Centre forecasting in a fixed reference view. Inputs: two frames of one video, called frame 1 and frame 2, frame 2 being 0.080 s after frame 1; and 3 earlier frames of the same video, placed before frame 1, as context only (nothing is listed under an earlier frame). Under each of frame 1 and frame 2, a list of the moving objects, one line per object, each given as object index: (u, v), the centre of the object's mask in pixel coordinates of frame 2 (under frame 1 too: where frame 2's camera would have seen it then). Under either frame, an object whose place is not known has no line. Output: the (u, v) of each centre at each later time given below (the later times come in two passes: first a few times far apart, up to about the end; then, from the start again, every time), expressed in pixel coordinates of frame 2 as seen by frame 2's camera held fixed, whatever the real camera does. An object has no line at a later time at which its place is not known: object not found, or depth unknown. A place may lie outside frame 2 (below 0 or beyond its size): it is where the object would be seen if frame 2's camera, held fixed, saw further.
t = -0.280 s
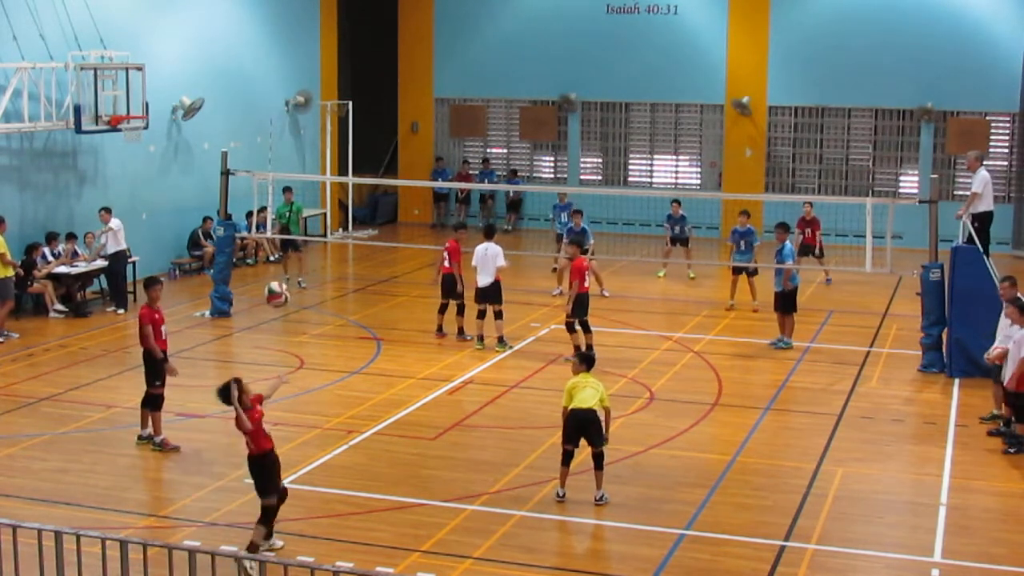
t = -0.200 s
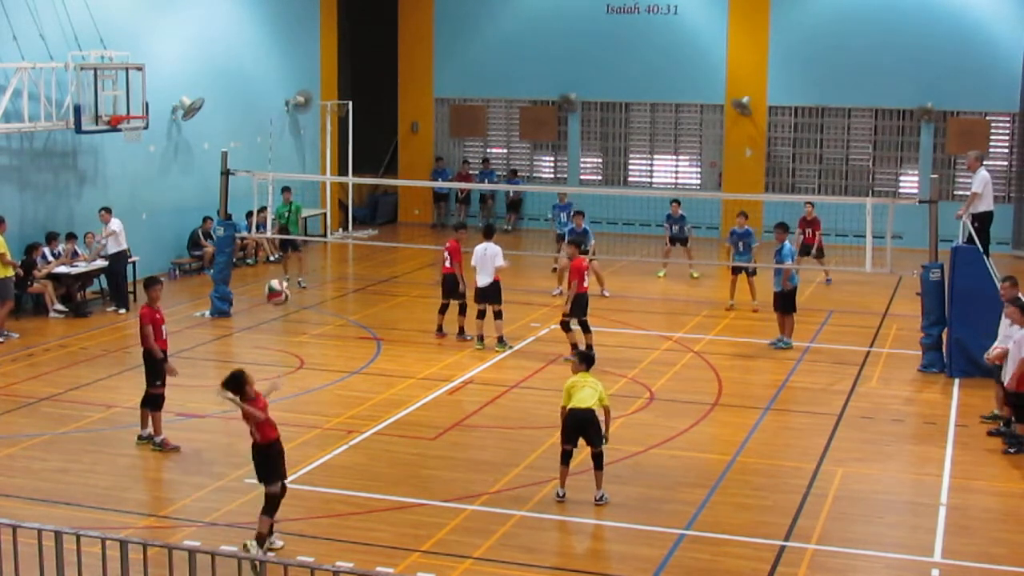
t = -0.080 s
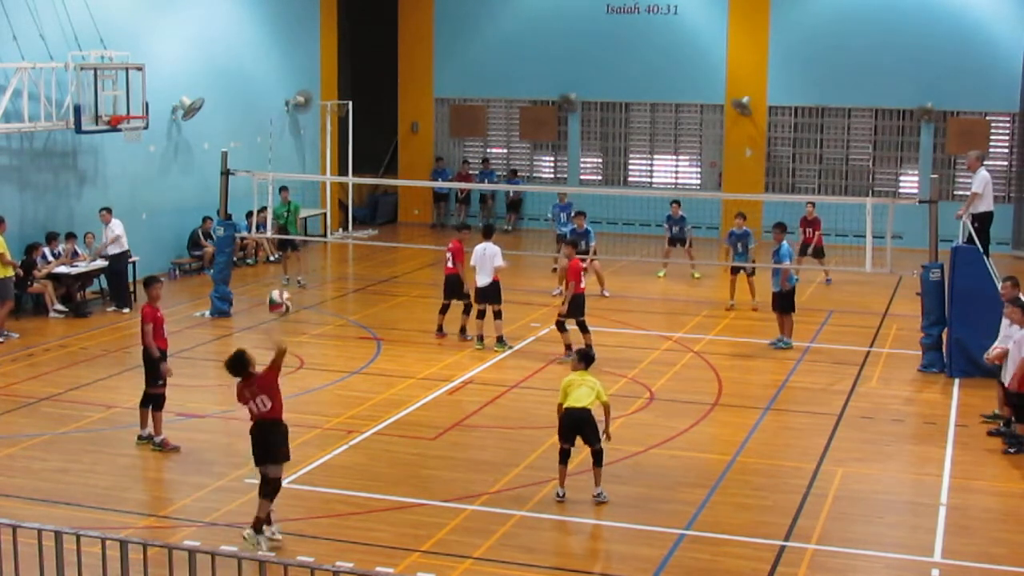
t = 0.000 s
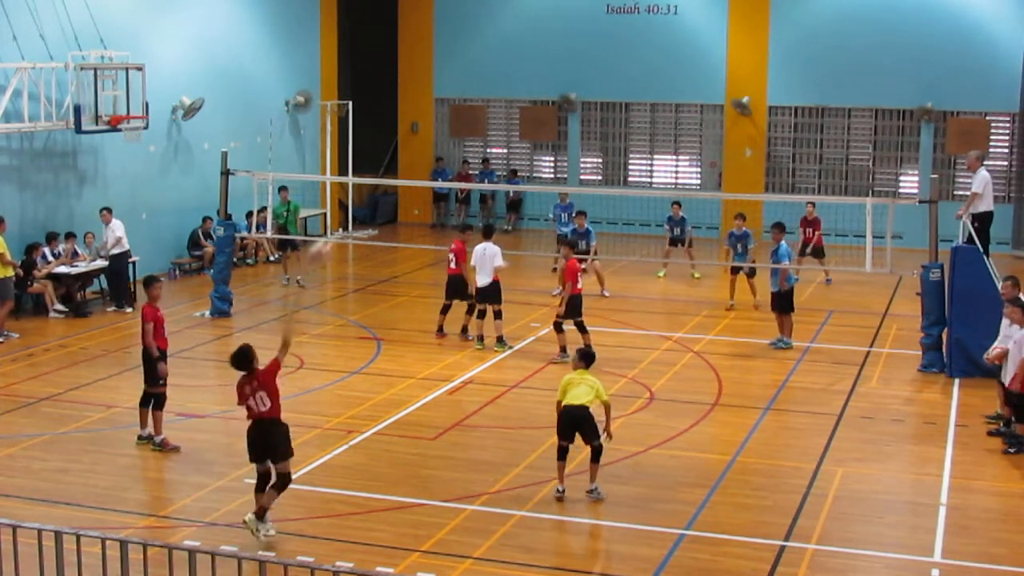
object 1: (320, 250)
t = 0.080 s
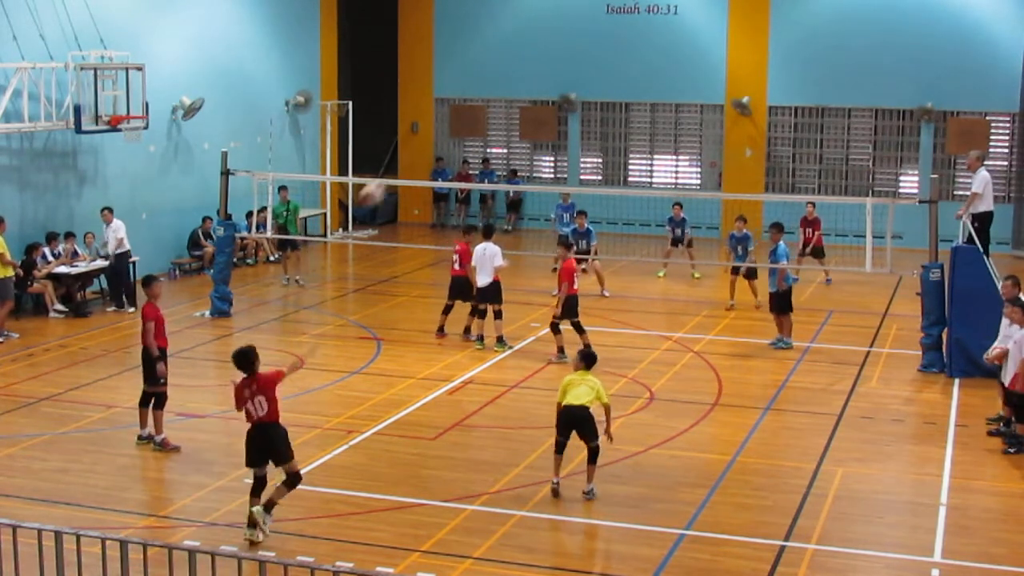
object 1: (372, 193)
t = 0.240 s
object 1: (454, 118)
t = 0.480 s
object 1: (523, 77)
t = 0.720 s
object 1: (560, 83)
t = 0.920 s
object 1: (575, 108)
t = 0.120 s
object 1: (396, 168)
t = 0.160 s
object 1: (417, 148)
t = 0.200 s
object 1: (437, 131)
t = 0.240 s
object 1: (454, 118)
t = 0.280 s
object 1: (469, 106)
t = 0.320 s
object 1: (482, 96)
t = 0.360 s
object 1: (495, 89)
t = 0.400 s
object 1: (505, 84)
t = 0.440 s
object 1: (515, 79)
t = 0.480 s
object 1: (523, 77)
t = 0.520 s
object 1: (531, 76)
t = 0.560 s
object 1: (538, 75)
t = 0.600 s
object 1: (544, 76)
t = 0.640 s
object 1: (550, 77)
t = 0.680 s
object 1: (555, 79)
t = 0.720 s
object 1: (560, 83)
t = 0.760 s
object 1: (563, 85)
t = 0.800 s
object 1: (567, 91)
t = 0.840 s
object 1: (570, 97)
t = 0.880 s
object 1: (573, 103)
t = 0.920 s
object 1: (575, 108)
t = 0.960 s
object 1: (578, 115)
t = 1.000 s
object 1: (581, 122)
